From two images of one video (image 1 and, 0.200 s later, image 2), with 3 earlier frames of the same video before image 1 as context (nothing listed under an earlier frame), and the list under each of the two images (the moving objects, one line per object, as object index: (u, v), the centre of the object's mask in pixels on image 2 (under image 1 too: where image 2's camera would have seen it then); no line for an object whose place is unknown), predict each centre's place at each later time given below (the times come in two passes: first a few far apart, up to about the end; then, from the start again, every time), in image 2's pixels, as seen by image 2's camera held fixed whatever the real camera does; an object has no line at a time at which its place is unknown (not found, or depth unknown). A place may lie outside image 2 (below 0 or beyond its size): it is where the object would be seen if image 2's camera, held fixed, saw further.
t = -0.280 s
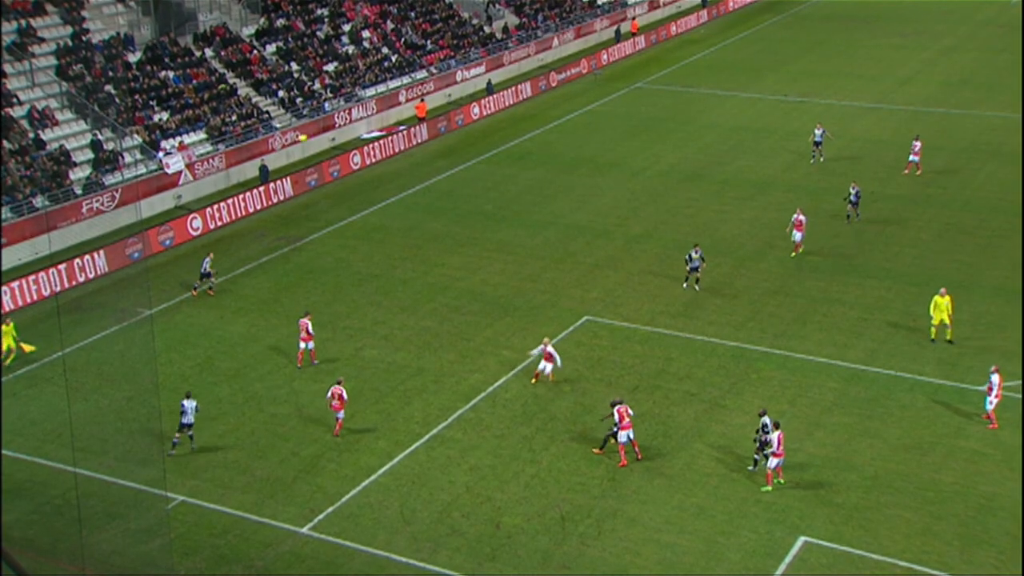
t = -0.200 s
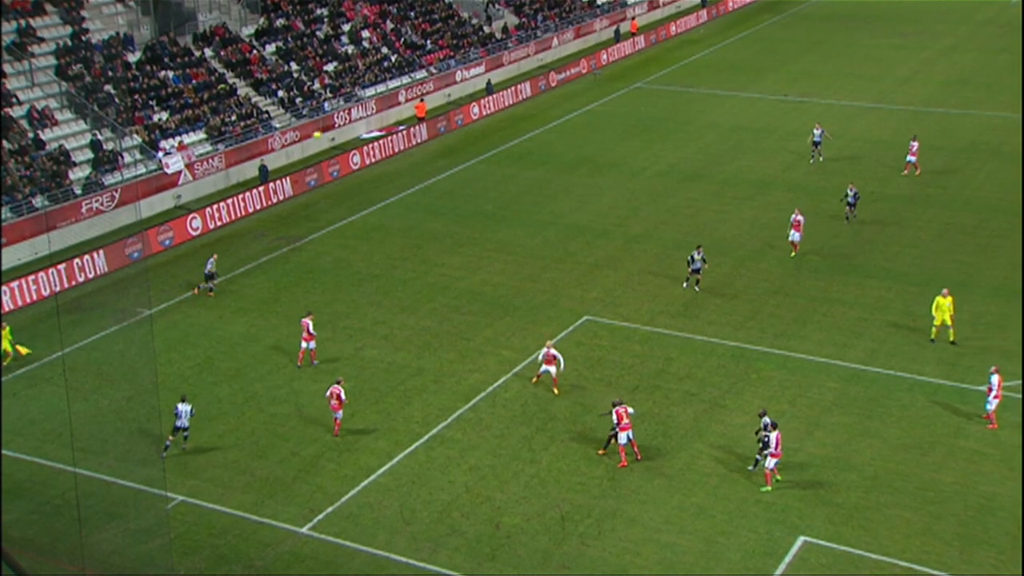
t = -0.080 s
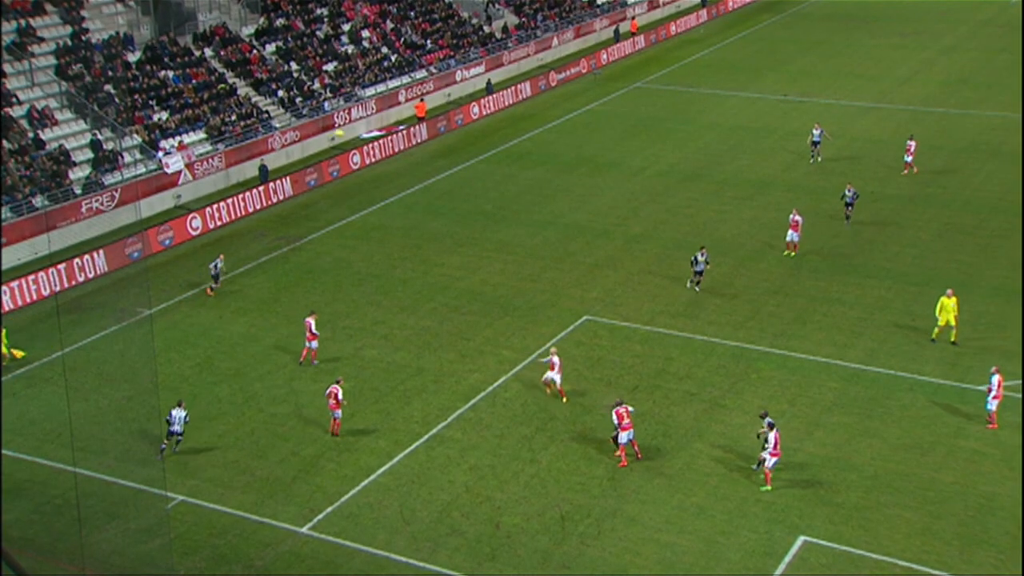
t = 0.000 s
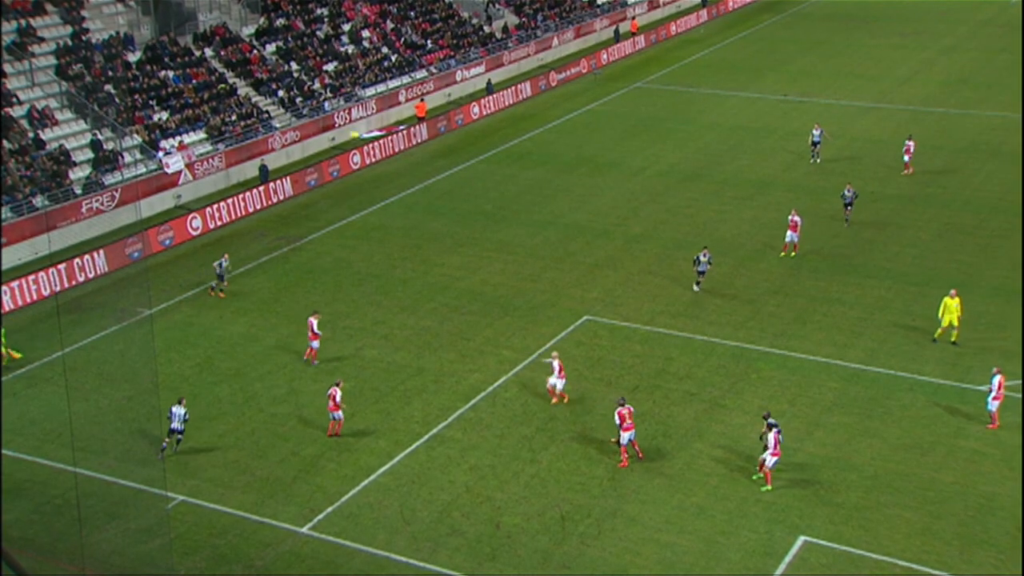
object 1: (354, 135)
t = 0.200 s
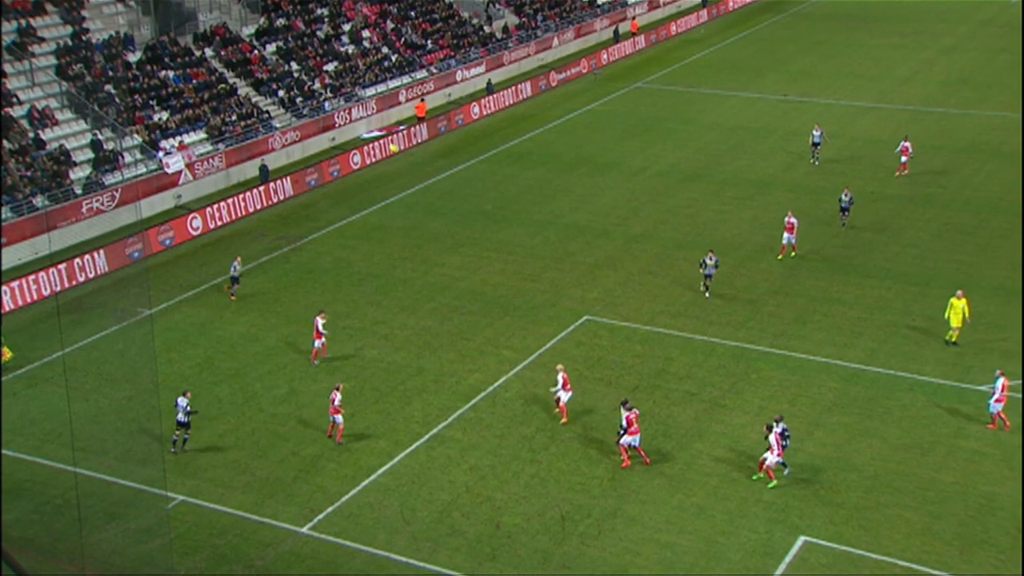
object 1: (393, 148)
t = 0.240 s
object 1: (401, 153)
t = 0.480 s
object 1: (450, 192)
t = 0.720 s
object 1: (499, 251)
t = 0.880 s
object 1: (532, 302)
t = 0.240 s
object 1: (401, 153)
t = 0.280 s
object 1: (409, 158)
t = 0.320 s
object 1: (417, 163)
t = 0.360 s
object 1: (426, 169)
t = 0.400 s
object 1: (434, 176)
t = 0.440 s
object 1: (442, 184)
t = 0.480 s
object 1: (450, 192)
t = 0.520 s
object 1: (459, 200)
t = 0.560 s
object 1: (467, 209)
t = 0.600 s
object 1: (475, 219)
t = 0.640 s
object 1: (483, 229)
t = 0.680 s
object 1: (491, 240)
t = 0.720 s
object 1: (499, 251)
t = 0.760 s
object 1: (508, 263)
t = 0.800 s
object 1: (516, 276)
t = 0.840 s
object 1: (524, 289)
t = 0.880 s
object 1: (532, 302)
